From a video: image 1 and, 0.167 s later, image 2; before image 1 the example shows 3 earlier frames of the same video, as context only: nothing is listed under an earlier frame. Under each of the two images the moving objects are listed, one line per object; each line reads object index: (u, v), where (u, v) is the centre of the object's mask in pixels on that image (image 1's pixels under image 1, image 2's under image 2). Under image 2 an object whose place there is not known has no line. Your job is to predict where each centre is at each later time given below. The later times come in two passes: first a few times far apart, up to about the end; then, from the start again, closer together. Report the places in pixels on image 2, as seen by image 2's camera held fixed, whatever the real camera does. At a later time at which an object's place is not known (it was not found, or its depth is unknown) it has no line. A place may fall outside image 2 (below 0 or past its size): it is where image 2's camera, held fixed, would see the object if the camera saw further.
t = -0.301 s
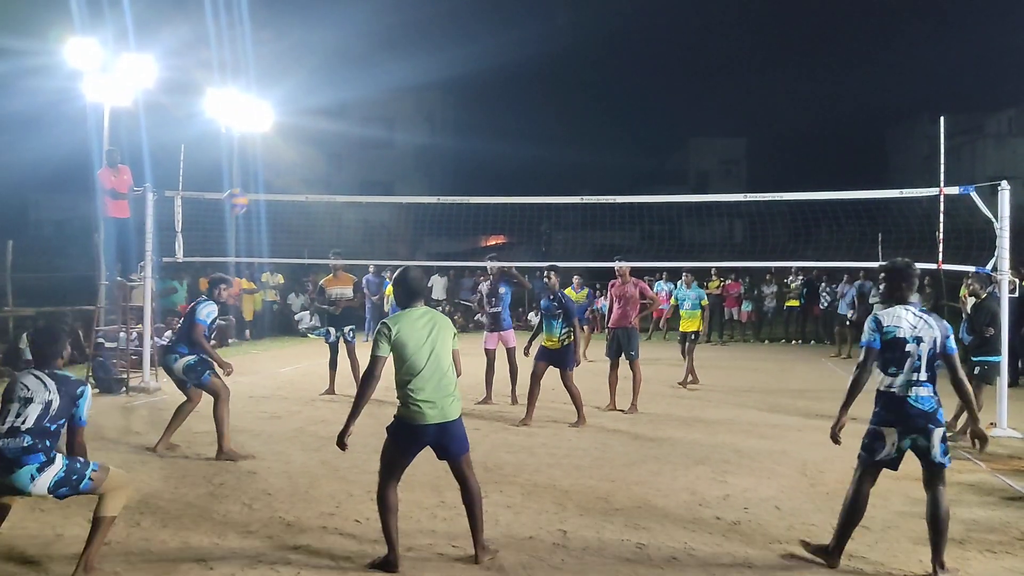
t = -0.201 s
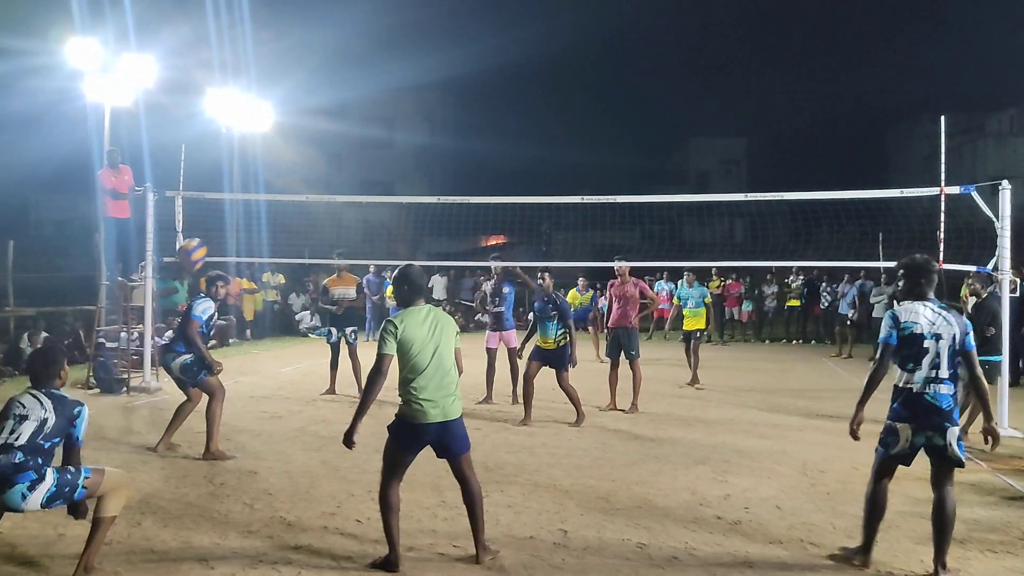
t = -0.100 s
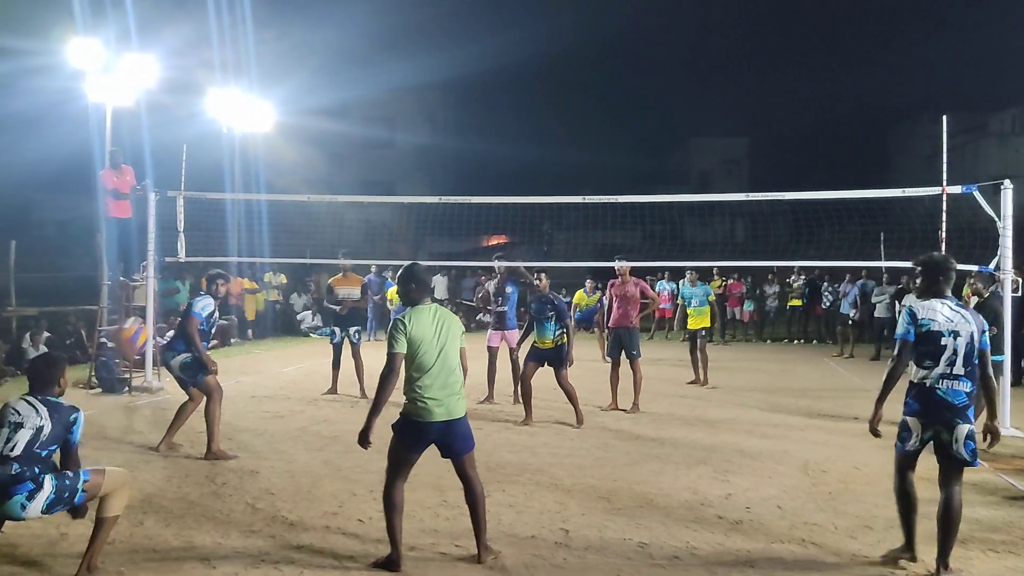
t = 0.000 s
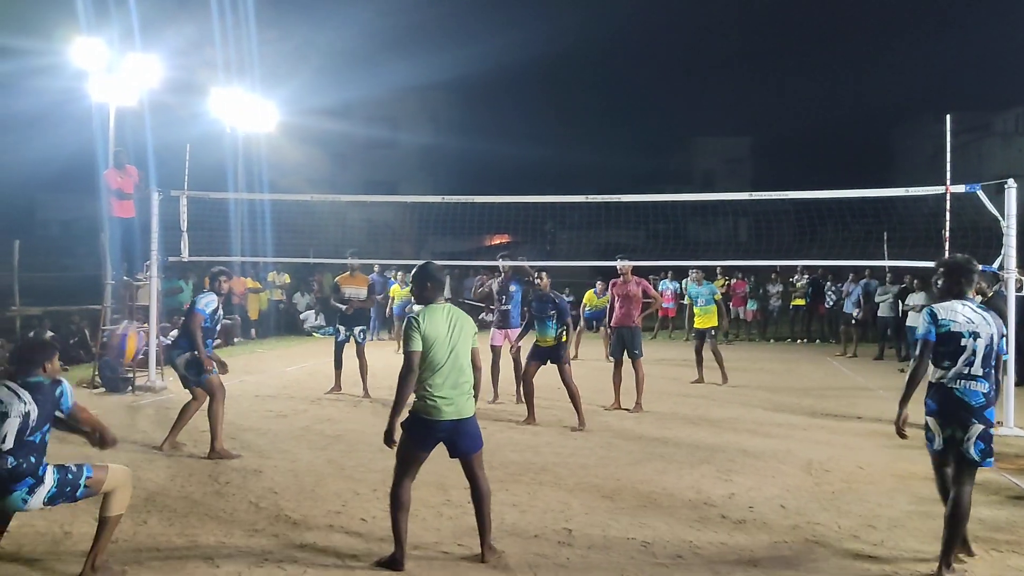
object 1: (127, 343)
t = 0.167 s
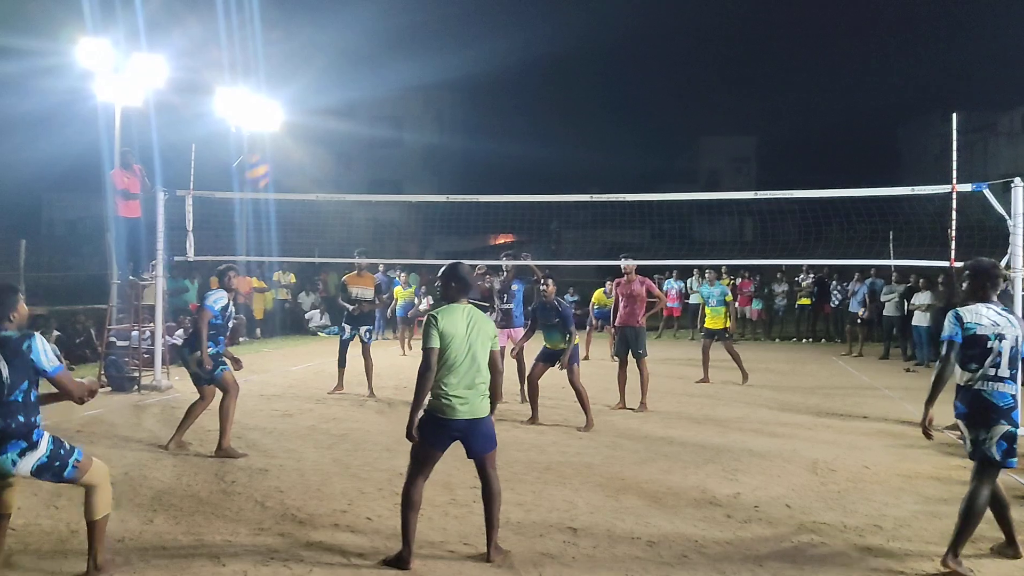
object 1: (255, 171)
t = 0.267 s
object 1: (320, 102)
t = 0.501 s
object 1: (435, 15)
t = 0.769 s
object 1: (544, 13)
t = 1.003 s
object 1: (621, 75)
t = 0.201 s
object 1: (278, 145)
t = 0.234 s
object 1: (303, 121)
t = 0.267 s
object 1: (320, 102)
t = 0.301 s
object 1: (335, 83)
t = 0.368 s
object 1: (371, 54)
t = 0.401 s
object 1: (387, 41)
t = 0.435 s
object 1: (404, 31)
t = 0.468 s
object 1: (419, 22)
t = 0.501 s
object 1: (435, 15)
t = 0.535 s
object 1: (450, 12)
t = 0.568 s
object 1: (465, 10)
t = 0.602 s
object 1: (479, 9)
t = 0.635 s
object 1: (493, 8)
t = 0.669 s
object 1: (506, 9)
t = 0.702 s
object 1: (519, 9)
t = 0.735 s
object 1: (532, 11)
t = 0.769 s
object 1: (544, 13)
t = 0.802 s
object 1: (556, 18)
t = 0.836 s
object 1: (567, 25)
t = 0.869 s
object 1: (579, 33)
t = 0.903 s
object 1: (590, 41)
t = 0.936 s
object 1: (601, 52)
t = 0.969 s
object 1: (611, 63)
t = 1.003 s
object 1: (621, 75)
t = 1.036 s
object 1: (631, 88)
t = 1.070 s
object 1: (641, 101)
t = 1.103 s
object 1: (650, 116)
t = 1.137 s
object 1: (659, 131)
